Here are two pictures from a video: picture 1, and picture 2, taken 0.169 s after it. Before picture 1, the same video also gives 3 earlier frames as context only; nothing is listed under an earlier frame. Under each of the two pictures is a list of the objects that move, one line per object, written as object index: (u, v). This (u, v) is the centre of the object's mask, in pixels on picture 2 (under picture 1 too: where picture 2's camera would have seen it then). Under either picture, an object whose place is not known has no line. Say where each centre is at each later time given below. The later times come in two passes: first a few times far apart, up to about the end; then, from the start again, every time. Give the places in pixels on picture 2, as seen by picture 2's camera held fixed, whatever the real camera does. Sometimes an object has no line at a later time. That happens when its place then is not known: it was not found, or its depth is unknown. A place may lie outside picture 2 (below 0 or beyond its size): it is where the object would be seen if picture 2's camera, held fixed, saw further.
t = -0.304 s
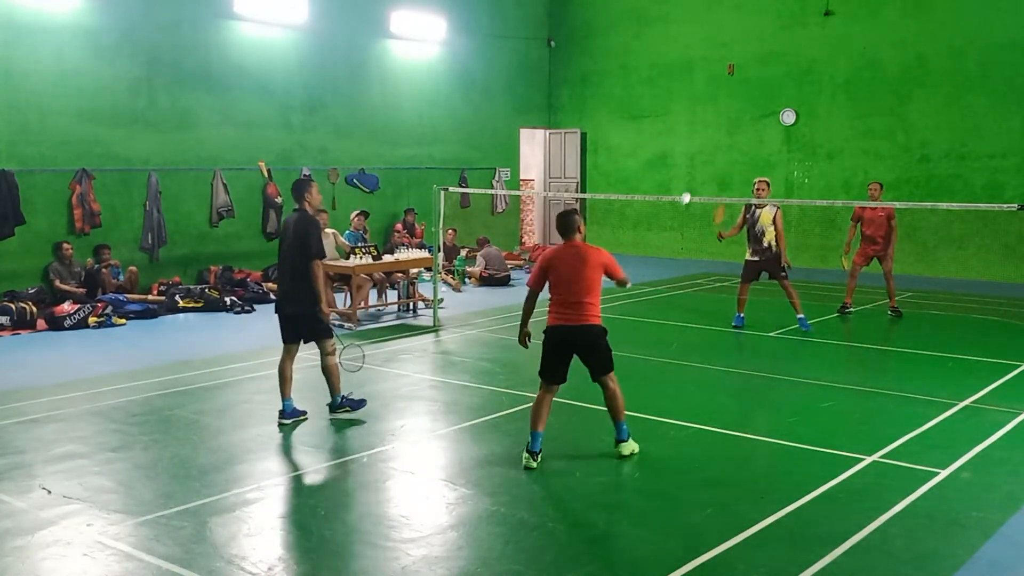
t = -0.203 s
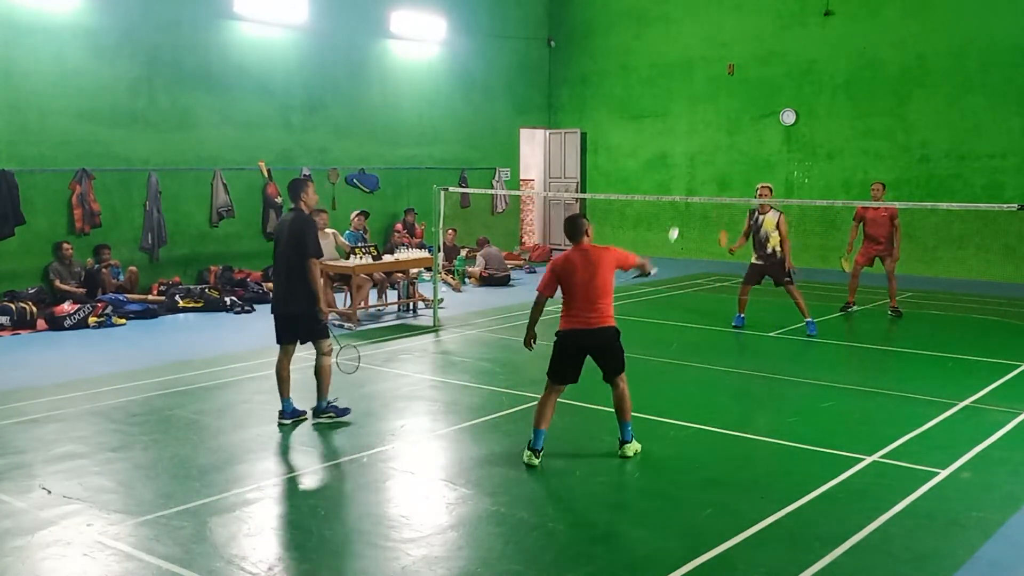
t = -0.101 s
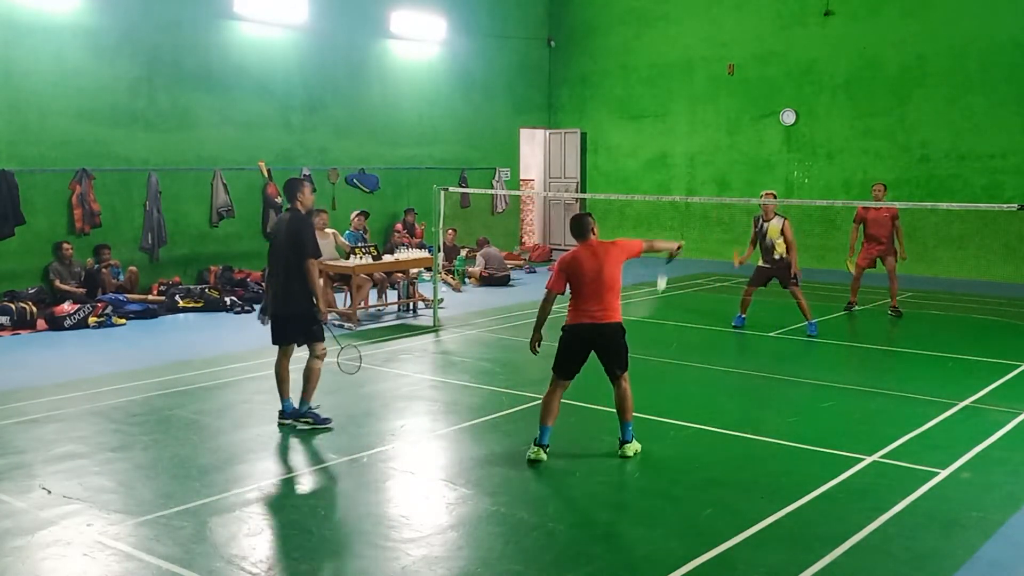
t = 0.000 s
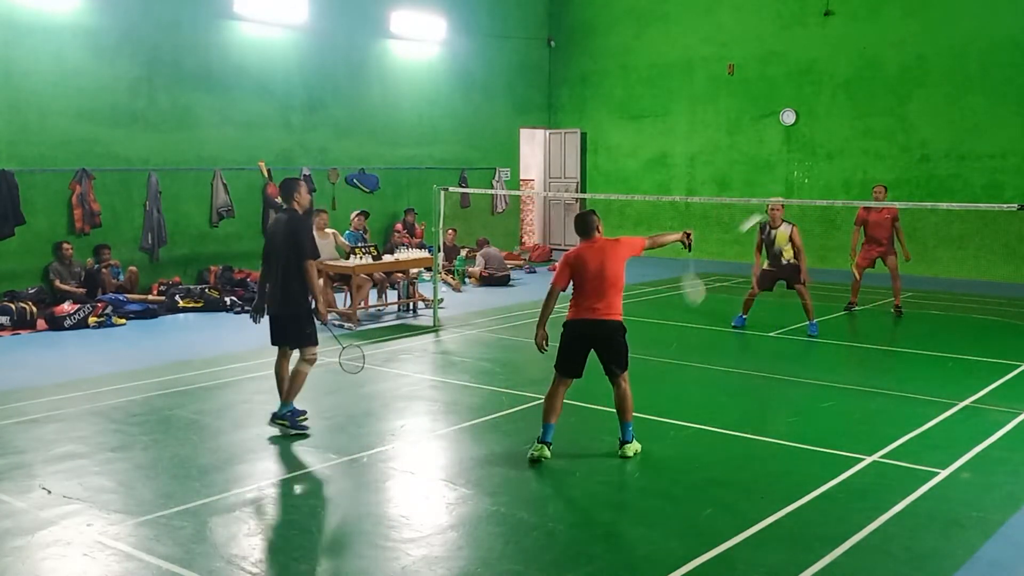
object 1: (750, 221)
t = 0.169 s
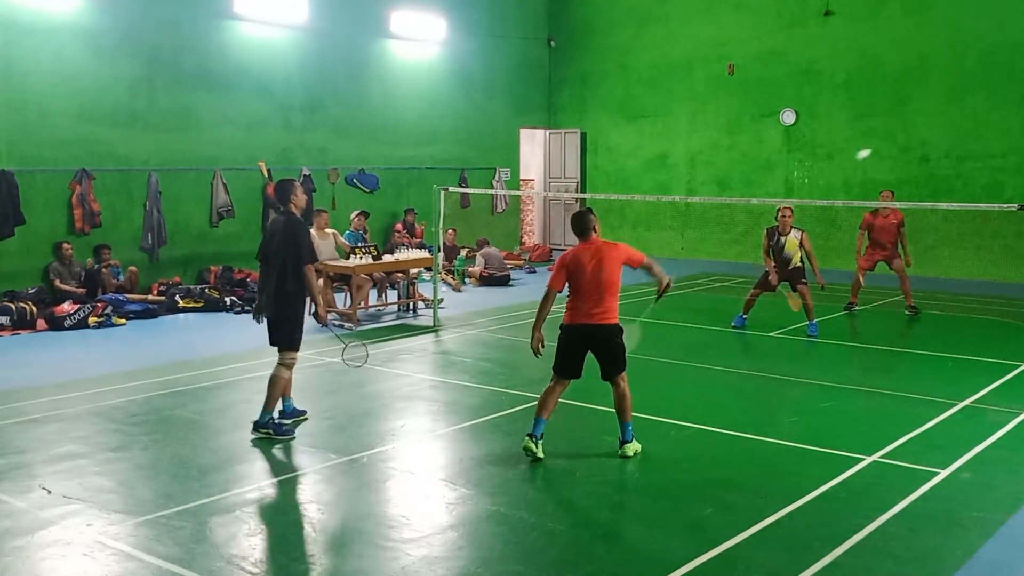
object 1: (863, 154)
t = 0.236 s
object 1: (893, 142)
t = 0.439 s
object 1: (958, 143)
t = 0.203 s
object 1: (879, 147)
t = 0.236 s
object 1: (893, 142)
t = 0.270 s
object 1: (906, 139)
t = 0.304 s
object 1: (918, 138)
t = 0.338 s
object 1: (929, 138)
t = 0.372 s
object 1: (939, 138)
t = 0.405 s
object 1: (949, 140)
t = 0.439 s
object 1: (958, 143)
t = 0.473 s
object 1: (966, 147)
